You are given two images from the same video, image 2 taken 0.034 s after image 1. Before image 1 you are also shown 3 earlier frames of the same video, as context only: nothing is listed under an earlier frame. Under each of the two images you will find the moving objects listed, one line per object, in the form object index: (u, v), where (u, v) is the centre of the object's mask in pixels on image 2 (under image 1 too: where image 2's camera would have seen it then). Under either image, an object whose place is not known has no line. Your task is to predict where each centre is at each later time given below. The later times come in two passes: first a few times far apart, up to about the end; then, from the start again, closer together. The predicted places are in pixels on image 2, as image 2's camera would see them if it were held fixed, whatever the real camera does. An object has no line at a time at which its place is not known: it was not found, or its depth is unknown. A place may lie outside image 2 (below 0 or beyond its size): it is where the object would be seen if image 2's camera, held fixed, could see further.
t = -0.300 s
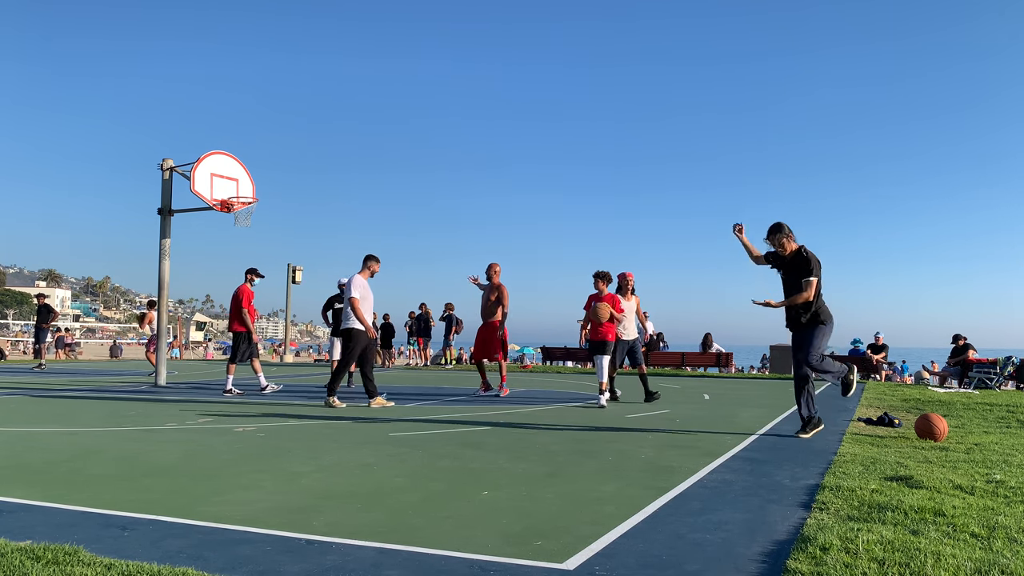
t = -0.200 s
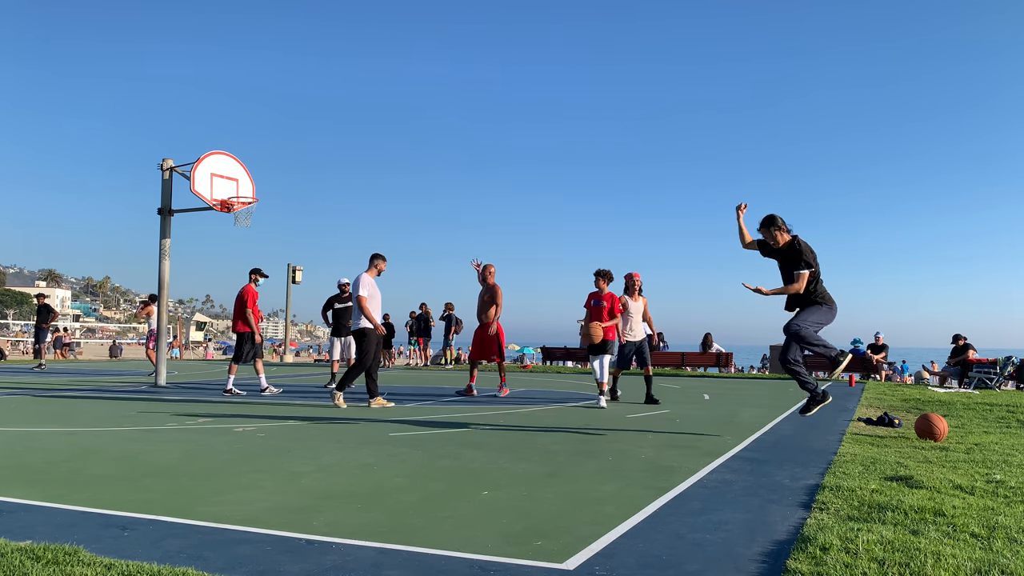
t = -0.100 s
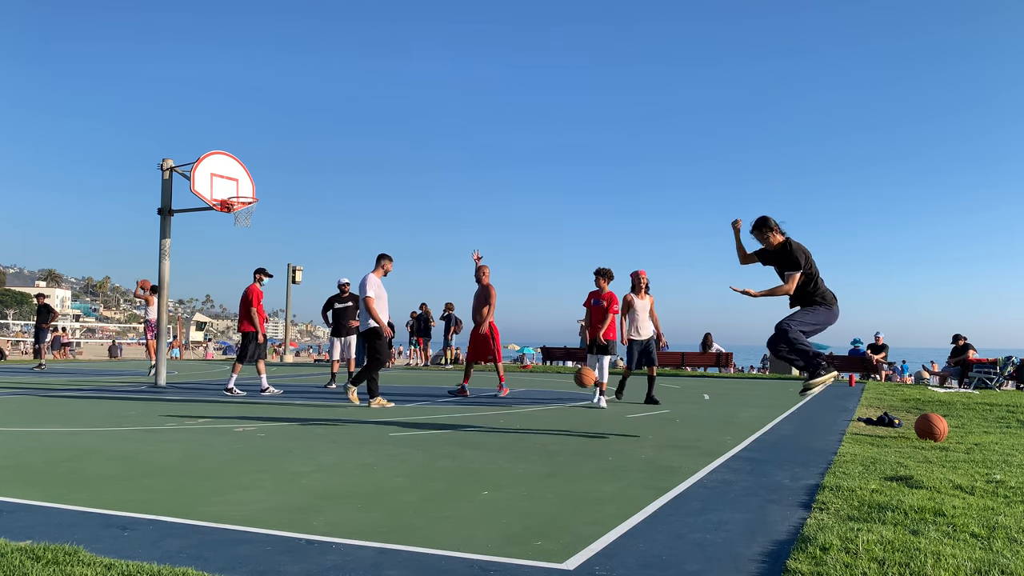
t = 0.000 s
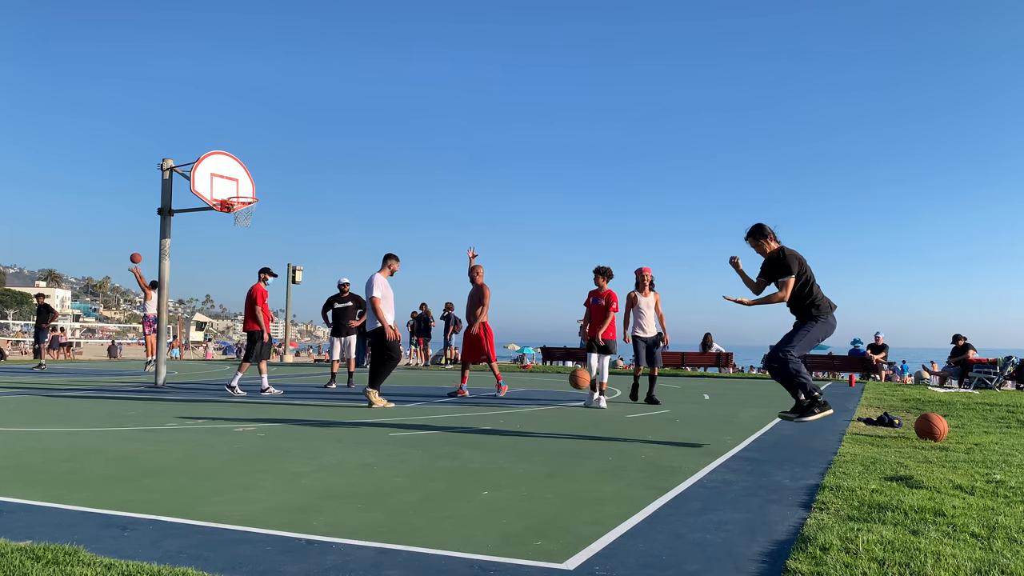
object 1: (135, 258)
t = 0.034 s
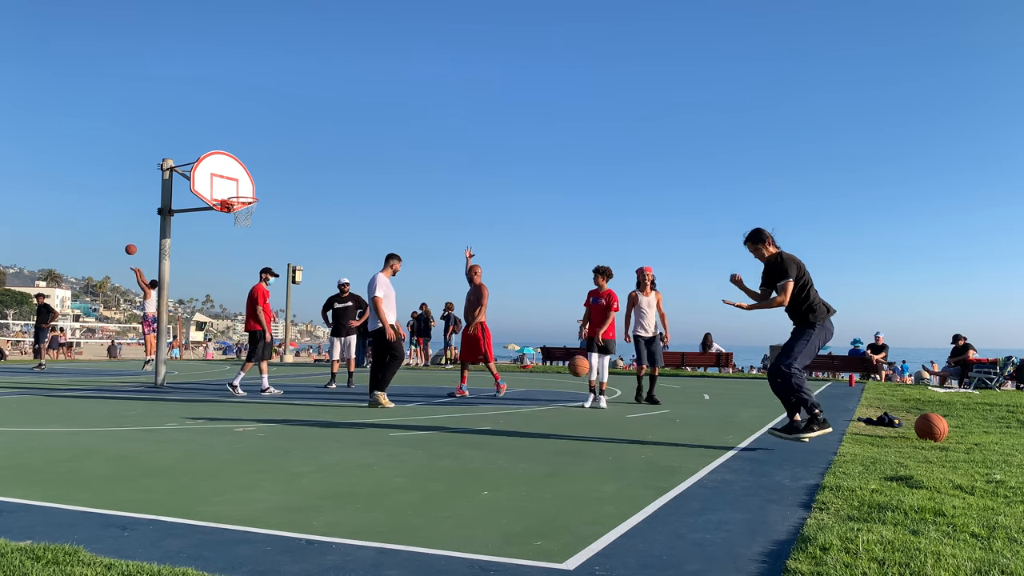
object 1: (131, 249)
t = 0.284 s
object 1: (94, 200)
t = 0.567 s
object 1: (54, 180)
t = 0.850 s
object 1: (15, 191)
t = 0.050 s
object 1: (128, 245)
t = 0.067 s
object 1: (126, 241)
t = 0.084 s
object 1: (123, 237)
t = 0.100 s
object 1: (121, 233)
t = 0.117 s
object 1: (118, 230)
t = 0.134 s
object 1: (116, 226)
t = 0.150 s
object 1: (113, 223)
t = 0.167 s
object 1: (111, 220)
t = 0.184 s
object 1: (109, 216)
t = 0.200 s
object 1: (106, 214)
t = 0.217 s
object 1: (104, 211)
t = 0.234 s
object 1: (102, 208)
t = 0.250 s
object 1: (99, 205)
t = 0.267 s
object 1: (97, 202)
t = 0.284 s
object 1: (94, 200)
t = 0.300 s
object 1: (92, 198)
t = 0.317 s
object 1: (90, 196)
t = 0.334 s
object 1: (87, 194)
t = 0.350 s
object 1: (85, 192)
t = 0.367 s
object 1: (83, 191)
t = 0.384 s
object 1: (80, 189)
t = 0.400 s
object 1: (78, 188)
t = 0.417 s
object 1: (76, 187)
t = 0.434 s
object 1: (73, 185)
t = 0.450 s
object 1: (71, 184)
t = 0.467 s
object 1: (68, 183)
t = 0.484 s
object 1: (66, 182)
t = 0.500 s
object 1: (63, 182)
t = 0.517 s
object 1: (61, 181)
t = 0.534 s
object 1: (59, 180)
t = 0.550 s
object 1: (56, 180)
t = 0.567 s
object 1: (54, 180)
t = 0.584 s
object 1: (52, 180)
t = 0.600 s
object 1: (49, 179)
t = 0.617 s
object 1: (47, 179)
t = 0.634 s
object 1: (45, 180)
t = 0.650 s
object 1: (42, 180)
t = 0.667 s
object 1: (40, 180)
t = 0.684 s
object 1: (38, 181)
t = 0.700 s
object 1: (35, 181)
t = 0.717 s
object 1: (33, 182)
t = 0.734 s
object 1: (31, 183)
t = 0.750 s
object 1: (29, 184)
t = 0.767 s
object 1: (26, 185)
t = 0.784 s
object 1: (24, 186)
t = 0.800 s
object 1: (22, 187)
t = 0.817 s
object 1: (19, 188)
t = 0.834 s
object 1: (17, 190)
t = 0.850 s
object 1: (15, 191)
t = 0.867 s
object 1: (13, 193)
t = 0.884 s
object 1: (11, 195)
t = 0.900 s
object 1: (8, 197)
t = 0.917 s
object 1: (6, 199)
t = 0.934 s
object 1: (4, 201)
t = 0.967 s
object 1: (2, 205)
